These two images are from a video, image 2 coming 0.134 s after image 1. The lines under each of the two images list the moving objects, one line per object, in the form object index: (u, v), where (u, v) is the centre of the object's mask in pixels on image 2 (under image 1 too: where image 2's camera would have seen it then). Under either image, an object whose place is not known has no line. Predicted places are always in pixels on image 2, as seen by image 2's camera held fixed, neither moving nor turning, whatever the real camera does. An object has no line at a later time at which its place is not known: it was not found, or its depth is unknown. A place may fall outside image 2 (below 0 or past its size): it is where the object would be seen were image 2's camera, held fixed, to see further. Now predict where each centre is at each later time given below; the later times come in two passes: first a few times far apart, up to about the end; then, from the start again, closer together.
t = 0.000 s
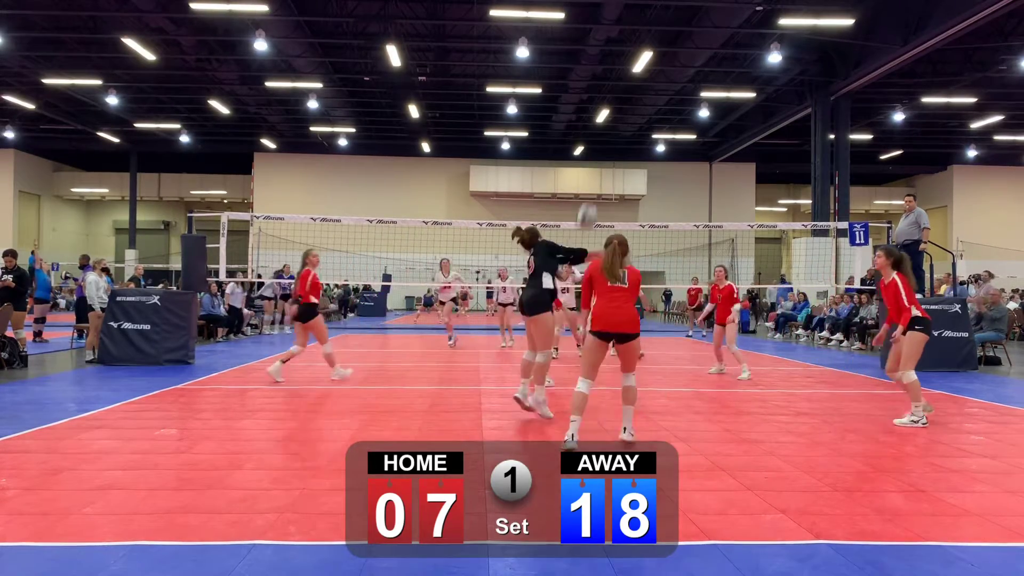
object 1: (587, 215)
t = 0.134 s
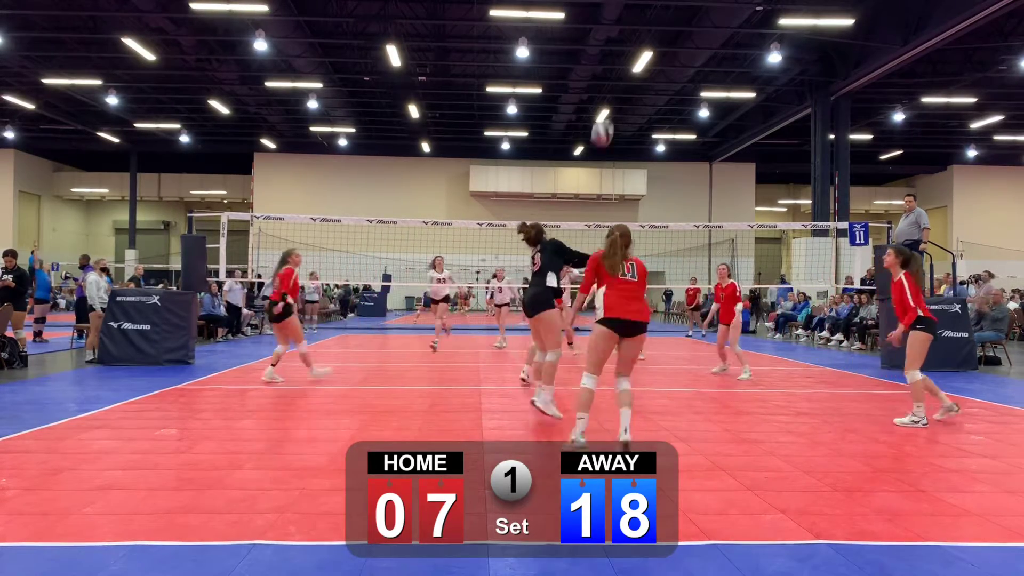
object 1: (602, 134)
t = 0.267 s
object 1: (617, 71)
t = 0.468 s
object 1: (636, 19)
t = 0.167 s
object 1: (606, 115)
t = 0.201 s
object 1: (610, 97)
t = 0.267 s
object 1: (617, 71)
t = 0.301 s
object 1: (620, 59)
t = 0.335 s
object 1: (623, 49)
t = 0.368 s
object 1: (626, 40)
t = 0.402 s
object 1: (630, 32)
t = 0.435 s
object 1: (633, 25)
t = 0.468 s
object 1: (636, 19)
